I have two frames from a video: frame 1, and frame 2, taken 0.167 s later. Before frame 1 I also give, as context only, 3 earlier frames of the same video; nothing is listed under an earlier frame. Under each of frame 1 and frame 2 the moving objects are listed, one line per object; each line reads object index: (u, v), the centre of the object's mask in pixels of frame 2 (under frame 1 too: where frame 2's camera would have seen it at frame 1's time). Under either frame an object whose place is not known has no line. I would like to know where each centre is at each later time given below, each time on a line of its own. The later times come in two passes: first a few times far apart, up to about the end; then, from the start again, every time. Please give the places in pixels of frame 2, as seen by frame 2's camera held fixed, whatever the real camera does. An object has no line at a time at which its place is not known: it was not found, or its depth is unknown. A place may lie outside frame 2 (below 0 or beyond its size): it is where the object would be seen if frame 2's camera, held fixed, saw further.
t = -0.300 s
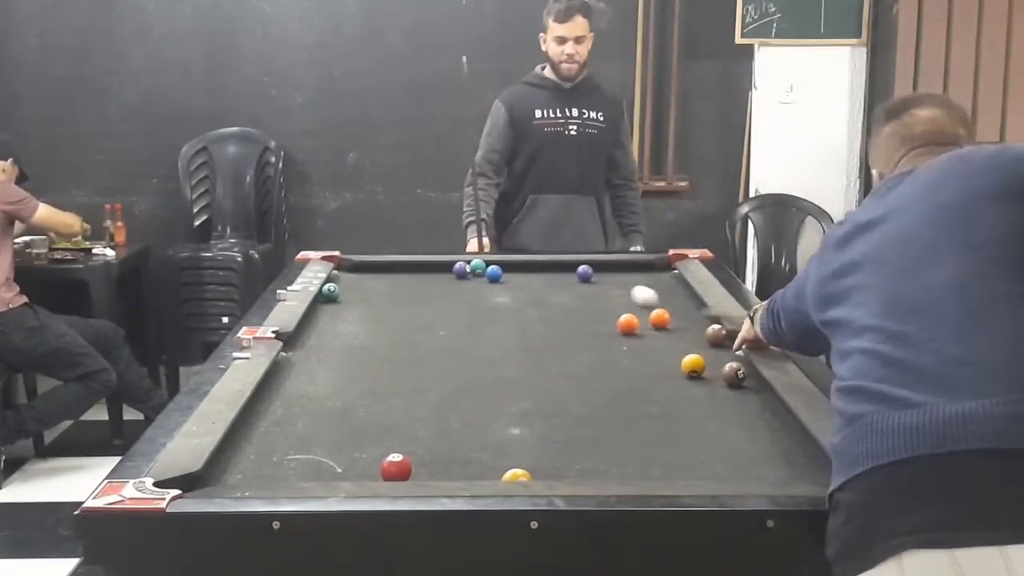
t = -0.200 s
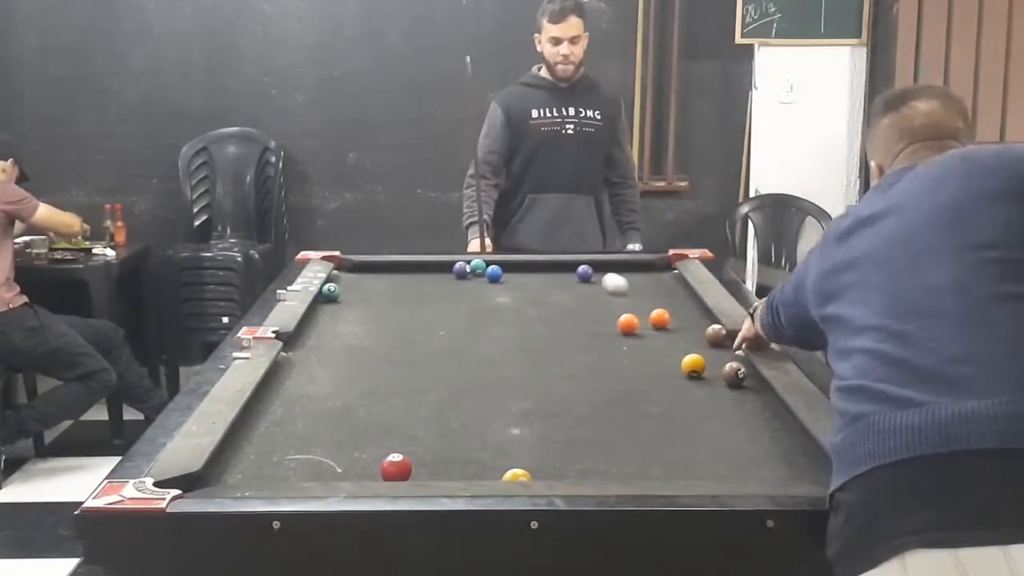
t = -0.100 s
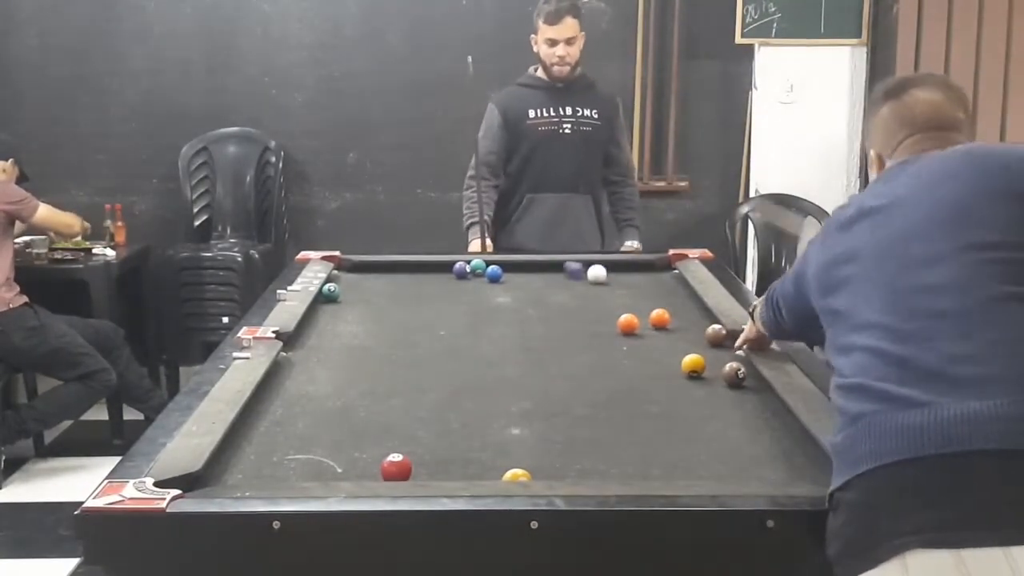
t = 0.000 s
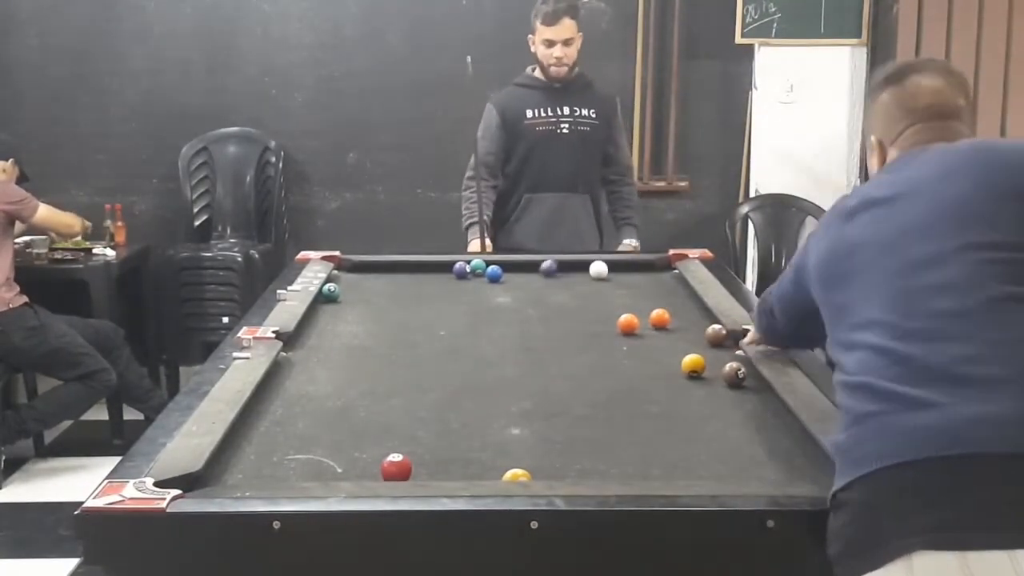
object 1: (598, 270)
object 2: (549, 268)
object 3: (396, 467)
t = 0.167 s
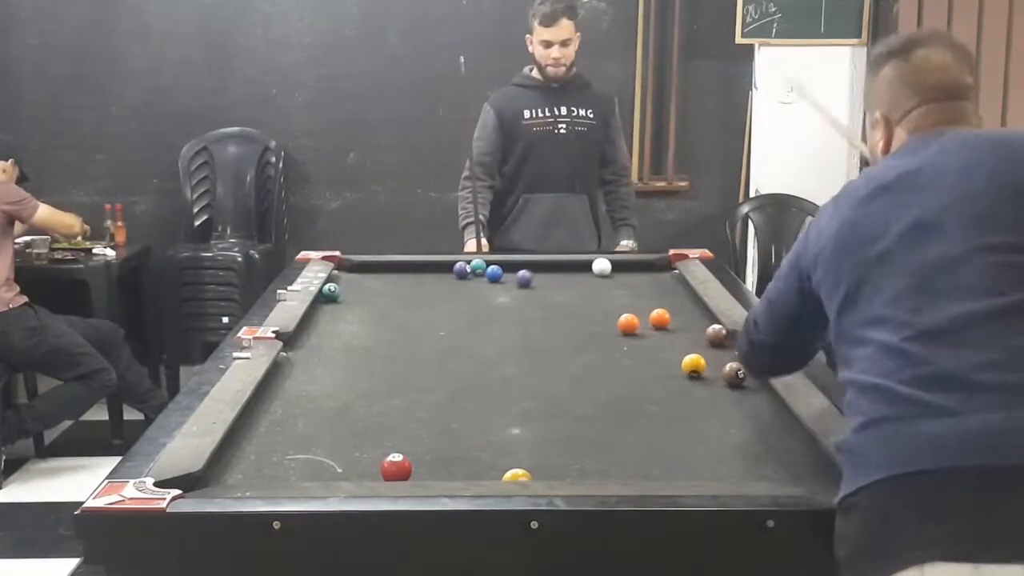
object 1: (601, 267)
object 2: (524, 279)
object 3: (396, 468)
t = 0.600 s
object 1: (633, 280)
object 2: (451, 308)
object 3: (396, 468)
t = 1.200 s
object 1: (677, 300)
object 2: (326, 357)
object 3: (396, 468)
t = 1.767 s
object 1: (694, 317)
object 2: (311, 402)
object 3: (396, 468)
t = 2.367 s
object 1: (688, 331)
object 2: (367, 446)
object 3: (396, 467)
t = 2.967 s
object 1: (682, 344)
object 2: (405, 460)
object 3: (409, 474)
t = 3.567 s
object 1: (675, 353)
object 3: (421, 470)
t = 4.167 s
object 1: (672, 358)
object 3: (424, 470)
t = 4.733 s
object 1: (671, 359)
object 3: (423, 469)
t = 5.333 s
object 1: (671, 359)
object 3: (424, 469)
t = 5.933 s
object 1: (671, 359)
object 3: (424, 469)
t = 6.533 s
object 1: (671, 359)
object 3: (424, 470)
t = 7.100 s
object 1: (672, 359)
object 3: (424, 470)
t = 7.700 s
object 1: (671, 359)
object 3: (424, 470)
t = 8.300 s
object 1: (671, 359)
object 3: (424, 470)
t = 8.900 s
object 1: (671, 359)
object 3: (423, 470)
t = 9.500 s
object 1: (671, 359)
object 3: (423, 470)
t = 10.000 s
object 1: (671, 358)
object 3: (422, 470)
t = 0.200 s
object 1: (604, 268)
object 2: (519, 281)
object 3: (396, 468)
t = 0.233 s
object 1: (606, 269)
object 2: (514, 283)
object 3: (396, 468)
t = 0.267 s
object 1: (609, 270)
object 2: (509, 285)
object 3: (396, 468)
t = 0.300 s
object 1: (611, 271)
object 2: (503, 288)
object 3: (396, 468)
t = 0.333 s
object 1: (614, 272)
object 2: (498, 289)
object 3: (396, 468)
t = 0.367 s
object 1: (616, 273)
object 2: (492, 292)
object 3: (396, 467)
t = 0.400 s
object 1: (618, 274)
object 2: (486, 294)
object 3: (396, 468)
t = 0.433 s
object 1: (621, 275)
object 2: (480, 297)
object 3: (396, 467)
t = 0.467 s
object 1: (623, 276)
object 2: (475, 299)
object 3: (396, 468)
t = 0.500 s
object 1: (626, 277)
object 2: (469, 301)
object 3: (396, 468)
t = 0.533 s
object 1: (628, 278)
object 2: (463, 303)
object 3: (396, 468)
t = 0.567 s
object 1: (631, 279)
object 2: (457, 306)
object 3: (396, 468)
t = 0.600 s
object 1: (633, 280)
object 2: (451, 308)
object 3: (396, 468)
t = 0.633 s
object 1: (636, 281)
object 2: (445, 311)
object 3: (396, 468)
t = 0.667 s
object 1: (638, 282)
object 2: (439, 313)
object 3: (396, 468)
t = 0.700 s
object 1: (641, 284)
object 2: (433, 316)
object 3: (396, 467)
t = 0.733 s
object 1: (643, 285)
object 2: (426, 318)
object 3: (396, 467)
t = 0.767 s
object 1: (646, 286)
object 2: (420, 320)
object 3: (395, 468)
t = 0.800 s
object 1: (648, 286)
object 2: (414, 323)
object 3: (395, 467)
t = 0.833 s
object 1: (650, 287)
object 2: (407, 325)
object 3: (395, 467)
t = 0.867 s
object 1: (652, 288)
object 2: (399, 328)
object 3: (395, 467)
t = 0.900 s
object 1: (655, 290)
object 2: (393, 331)
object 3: (395, 468)
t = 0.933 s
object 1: (658, 291)
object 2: (386, 334)
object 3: (395, 468)
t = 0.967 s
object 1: (660, 292)
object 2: (379, 337)
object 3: (396, 467)
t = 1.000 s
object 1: (663, 293)
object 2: (371, 339)
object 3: (395, 468)
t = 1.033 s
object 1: (665, 294)
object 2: (365, 343)
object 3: (396, 468)
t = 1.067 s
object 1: (668, 296)
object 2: (357, 346)
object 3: (396, 468)
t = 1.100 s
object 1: (670, 297)
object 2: (349, 348)
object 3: (396, 468)
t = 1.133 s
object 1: (673, 298)
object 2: (342, 351)
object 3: (396, 468)
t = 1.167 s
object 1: (675, 299)
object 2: (334, 354)
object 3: (396, 468)
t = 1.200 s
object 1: (677, 300)
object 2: (326, 357)
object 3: (396, 468)
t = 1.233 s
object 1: (680, 301)
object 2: (318, 360)
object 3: (396, 468)
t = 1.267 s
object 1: (682, 302)
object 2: (310, 364)
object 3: (396, 468)
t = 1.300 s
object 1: (684, 303)
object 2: (302, 367)
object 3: (396, 467)
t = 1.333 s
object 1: (687, 304)
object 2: (292, 370)
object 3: (396, 467)
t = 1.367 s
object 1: (689, 305)
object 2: (282, 374)
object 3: (396, 468)
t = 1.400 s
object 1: (692, 306)
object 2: (279, 376)
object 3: (396, 467)
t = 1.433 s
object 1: (694, 307)
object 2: (282, 378)
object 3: (396, 468)
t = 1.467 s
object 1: (696, 309)
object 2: (285, 380)
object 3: (396, 467)
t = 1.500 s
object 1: (697, 310)
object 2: (287, 383)
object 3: (396, 467)
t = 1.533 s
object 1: (697, 310)
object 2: (291, 386)
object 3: (396, 468)
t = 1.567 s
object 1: (697, 312)
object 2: (294, 388)
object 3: (396, 468)
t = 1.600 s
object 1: (696, 313)
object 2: (296, 390)
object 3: (396, 468)
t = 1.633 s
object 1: (696, 313)
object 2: (299, 393)
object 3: (396, 468)
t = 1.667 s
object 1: (695, 314)
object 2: (302, 395)
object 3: (396, 468)
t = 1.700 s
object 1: (695, 315)
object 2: (304, 397)
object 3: (396, 468)
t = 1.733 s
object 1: (694, 316)
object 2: (307, 400)
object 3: (396, 468)
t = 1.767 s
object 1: (694, 317)
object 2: (311, 402)
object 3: (396, 468)
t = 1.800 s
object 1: (694, 318)
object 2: (314, 404)
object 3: (396, 468)
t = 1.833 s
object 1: (693, 319)
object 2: (316, 407)
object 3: (396, 468)
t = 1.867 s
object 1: (693, 319)
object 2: (320, 409)
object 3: (396, 468)
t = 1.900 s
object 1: (693, 320)
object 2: (323, 412)
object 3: (396, 468)
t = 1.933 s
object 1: (693, 321)
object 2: (326, 414)
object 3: (397, 468)
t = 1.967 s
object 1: (692, 323)
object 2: (329, 417)
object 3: (397, 467)
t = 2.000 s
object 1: (692, 323)
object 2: (332, 419)
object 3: (396, 467)
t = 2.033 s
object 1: (691, 323)
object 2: (335, 421)
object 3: (396, 467)
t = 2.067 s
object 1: (691, 324)
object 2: (338, 424)
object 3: (396, 467)
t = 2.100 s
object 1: (690, 324)
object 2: (340, 426)
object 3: (395, 467)
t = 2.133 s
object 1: (690, 325)
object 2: (344, 428)
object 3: (395, 467)
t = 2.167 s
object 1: (690, 326)
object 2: (346, 431)
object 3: (395, 467)
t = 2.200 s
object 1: (690, 327)
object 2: (351, 433)
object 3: (395, 467)
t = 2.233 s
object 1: (690, 328)
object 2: (354, 436)
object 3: (396, 468)
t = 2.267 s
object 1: (689, 330)
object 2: (358, 439)
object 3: (396, 467)
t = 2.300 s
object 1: (689, 330)
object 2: (360, 441)
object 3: (396, 467)
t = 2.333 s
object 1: (688, 331)
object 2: (364, 444)
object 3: (396, 467)
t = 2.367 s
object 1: (688, 331)
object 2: (367, 446)
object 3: (396, 467)
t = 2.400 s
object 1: (688, 332)
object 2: (371, 448)
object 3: (396, 468)
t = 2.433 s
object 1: (687, 333)
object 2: (373, 450)
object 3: (396, 467)
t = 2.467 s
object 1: (687, 334)
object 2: (375, 452)
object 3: (396, 468)
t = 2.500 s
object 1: (687, 335)
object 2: (377, 453)
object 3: (396, 468)
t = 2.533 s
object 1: (687, 336)
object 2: (380, 454)
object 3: (396, 467)
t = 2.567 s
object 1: (686, 336)
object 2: (383, 454)
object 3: (396, 467)
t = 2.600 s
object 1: (686, 337)
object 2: (384, 455)
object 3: (397, 468)
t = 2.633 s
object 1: (686, 338)
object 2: (387, 456)
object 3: (398, 469)
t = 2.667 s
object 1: (686, 338)
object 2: (389, 456)
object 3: (399, 470)
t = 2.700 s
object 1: (685, 339)
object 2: (391, 457)
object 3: (401, 471)
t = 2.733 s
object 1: (685, 340)
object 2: (394, 457)
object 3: (402, 472)
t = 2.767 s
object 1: (684, 340)
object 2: (396, 458)
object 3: (403, 473)
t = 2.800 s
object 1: (684, 341)
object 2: (398, 459)
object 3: (404, 473)
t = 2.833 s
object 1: (684, 342)
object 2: (400, 459)
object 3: (405, 474)
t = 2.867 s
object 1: (683, 342)
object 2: (401, 460)
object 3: (406, 474)
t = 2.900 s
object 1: (683, 343)
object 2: (402, 460)
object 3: (408, 475)
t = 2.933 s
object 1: (683, 343)
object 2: (403, 460)
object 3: (409, 475)
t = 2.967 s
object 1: (682, 344)
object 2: (405, 460)
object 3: (409, 474)
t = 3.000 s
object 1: (682, 345)
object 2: (405, 460)
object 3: (410, 474)
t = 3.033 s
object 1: (681, 345)
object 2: (406, 460)
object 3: (411, 473)
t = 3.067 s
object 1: (681, 346)
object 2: (406, 459)
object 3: (412, 473)
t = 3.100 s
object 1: (680, 346)
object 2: (407, 459)
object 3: (413, 473)
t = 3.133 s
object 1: (680, 347)
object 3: (415, 472)
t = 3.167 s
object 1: (679, 347)
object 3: (415, 472)
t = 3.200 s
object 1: (679, 348)
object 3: (416, 472)
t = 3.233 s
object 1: (678, 348)
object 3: (416, 471)
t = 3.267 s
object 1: (678, 349)
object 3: (417, 471)
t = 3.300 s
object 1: (677, 349)
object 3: (418, 471)
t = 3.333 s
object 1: (677, 350)
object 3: (418, 471)
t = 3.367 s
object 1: (677, 350)
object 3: (419, 470)
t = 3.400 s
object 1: (676, 351)
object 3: (419, 471)
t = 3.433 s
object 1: (676, 351)
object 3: (420, 470)
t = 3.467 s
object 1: (676, 352)
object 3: (420, 470)
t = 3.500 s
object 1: (675, 352)
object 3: (420, 470)
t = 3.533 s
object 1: (675, 352)
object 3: (421, 470)
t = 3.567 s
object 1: (675, 353)
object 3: (421, 470)
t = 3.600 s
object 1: (674, 353)
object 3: (422, 470)
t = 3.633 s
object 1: (674, 354)
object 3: (422, 470)
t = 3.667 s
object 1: (674, 354)
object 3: (422, 470)
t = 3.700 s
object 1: (674, 355)
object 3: (423, 470)
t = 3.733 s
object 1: (673, 355)
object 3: (423, 470)
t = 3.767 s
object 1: (673, 355)
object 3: (423, 470)
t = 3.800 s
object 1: (673, 355)
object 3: (423, 470)
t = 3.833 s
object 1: (673, 356)
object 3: (423, 470)
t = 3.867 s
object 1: (673, 356)
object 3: (424, 470)
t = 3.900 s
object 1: (673, 357)
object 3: (424, 470)
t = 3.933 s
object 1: (672, 357)
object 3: (424, 470)
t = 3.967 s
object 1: (672, 357)
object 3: (424, 470)
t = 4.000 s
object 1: (672, 357)
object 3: (424, 470)
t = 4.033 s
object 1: (672, 357)
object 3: (424, 470)
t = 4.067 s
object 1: (672, 357)
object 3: (424, 470)
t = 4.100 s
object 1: (672, 358)
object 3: (424, 470)
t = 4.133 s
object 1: (672, 358)
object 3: (424, 470)
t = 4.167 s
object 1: (672, 358)
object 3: (424, 470)
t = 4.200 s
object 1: (672, 358)
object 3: (424, 470)
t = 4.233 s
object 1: (672, 358)
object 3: (424, 470)
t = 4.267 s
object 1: (672, 358)
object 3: (424, 470)
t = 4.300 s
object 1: (672, 359)
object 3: (424, 470)
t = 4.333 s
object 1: (672, 359)
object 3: (424, 470)
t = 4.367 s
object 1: (672, 359)
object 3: (424, 470)
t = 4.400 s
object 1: (671, 359)
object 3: (424, 470)
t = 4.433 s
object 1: (671, 359)
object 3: (424, 470)
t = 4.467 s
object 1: (671, 359)
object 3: (424, 470)
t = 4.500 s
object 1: (671, 359)
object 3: (423, 469)
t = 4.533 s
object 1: (671, 359)
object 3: (422, 469)
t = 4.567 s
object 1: (671, 358)
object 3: (421, 468)
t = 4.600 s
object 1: (671, 358)
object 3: (421, 468)
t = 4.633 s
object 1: (671, 358)
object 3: (421, 469)
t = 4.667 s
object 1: (671, 359)
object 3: (422, 469)
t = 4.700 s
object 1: (671, 359)
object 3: (422, 469)
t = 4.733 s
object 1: (671, 359)
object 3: (423, 469)
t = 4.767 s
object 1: (671, 359)
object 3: (423, 469)
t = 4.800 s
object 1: (671, 359)
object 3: (423, 469)
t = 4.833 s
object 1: (671, 359)
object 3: (424, 469)
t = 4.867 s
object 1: (671, 359)
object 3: (424, 469)
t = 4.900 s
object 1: (671, 359)
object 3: (424, 469)
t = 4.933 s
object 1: (671, 359)
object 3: (424, 469)
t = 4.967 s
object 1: (671, 359)
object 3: (424, 469)
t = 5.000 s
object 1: (671, 359)
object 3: (424, 469)
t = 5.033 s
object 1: (671, 359)
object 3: (424, 469)
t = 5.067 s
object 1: (671, 359)
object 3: (424, 469)
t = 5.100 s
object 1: (671, 359)
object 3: (424, 469)
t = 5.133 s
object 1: (671, 359)
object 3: (424, 469)
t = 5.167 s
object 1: (671, 359)
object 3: (424, 469)
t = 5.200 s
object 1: (671, 359)
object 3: (424, 469)
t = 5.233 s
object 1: (671, 359)
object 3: (424, 469)
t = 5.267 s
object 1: (671, 359)
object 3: (424, 469)
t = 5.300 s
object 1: (671, 359)
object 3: (424, 469)
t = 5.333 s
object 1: (671, 359)
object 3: (424, 469)
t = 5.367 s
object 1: (671, 359)
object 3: (424, 469)
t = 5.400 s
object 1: (671, 359)
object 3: (424, 469)
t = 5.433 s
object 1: (671, 359)
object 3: (424, 469)
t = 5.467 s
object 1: (671, 359)
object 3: (424, 469)
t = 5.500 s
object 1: (671, 359)
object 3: (424, 469)
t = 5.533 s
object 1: (671, 359)
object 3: (424, 469)
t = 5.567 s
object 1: (671, 359)
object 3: (424, 469)
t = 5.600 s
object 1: (671, 359)
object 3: (424, 469)
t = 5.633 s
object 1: (671, 359)
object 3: (424, 469)
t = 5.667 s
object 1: (671, 359)
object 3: (424, 469)
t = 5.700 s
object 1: (671, 359)
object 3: (424, 469)
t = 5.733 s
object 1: (671, 359)
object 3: (424, 469)
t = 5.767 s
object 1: (671, 359)
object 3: (424, 469)
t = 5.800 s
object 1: (671, 359)
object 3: (424, 469)
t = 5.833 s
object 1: (671, 359)
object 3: (424, 469)
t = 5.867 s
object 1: (671, 359)
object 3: (424, 469)
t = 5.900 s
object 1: (671, 359)
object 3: (424, 469)
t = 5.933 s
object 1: (671, 359)
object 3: (424, 469)
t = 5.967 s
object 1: (671, 359)
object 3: (424, 469)
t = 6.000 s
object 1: (671, 359)
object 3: (424, 469)
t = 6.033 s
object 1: (671, 359)
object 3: (424, 469)
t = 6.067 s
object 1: (671, 359)
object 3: (424, 469)
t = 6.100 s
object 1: (671, 359)
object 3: (424, 469)
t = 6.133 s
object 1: (671, 359)
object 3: (424, 469)
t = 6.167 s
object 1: (671, 359)
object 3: (424, 469)
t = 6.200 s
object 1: (671, 359)
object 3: (424, 469)
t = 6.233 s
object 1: (671, 359)
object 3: (424, 469)
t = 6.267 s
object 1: (671, 359)
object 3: (424, 469)
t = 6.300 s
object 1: (671, 359)
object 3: (424, 469)
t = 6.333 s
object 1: (671, 359)
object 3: (424, 469)
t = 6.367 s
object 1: (671, 359)
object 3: (424, 469)
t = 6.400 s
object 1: (671, 359)
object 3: (424, 469)
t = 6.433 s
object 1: (671, 359)
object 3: (424, 470)
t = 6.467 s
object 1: (671, 359)
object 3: (424, 469)
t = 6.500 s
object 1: (671, 359)
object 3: (424, 470)
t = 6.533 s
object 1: (671, 359)
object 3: (424, 470)
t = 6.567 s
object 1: (671, 359)
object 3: (424, 470)
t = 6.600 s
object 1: (671, 359)
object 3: (424, 470)
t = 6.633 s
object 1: (671, 359)
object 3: (424, 470)
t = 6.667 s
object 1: (671, 359)
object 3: (424, 470)
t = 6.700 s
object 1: (671, 359)
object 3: (424, 469)
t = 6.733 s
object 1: (671, 359)
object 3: (424, 470)
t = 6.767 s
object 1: (671, 359)
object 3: (424, 470)
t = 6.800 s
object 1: (671, 359)
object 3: (424, 470)
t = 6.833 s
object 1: (671, 359)
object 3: (424, 470)
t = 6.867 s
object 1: (671, 359)
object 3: (424, 470)
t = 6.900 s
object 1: (671, 359)
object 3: (424, 470)
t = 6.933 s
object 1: (671, 359)
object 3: (424, 470)
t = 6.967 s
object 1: (671, 359)
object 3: (424, 470)
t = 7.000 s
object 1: (672, 359)
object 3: (424, 470)
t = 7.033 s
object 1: (672, 359)
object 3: (424, 470)
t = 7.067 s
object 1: (671, 359)
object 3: (424, 470)
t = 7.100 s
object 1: (672, 359)
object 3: (424, 470)
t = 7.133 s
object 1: (671, 359)
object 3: (424, 470)
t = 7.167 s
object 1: (672, 359)
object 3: (424, 470)
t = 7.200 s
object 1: (672, 359)
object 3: (424, 470)
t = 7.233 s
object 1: (672, 359)
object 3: (424, 470)
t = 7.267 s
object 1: (671, 359)
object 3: (424, 470)
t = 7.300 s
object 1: (672, 359)
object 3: (424, 470)
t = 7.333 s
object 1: (672, 359)
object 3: (424, 470)
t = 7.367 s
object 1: (672, 359)
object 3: (424, 470)
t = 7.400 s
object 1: (672, 359)
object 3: (424, 470)
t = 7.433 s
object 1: (671, 359)
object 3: (424, 470)
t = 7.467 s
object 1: (672, 359)
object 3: (424, 470)
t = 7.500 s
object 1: (672, 359)
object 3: (424, 470)
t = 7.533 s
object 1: (672, 359)
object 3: (424, 470)
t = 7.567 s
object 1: (672, 359)
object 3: (424, 470)
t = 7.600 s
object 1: (672, 359)
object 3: (424, 470)
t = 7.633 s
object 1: (671, 359)
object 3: (424, 470)
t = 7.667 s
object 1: (671, 359)
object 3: (424, 470)
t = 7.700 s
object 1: (671, 359)
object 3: (424, 470)
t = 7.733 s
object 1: (671, 359)
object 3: (424, 470)
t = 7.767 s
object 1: (671, 359)
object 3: (424, 470)
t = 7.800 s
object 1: (671, 359)
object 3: (424, 470)
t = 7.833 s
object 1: (671, 359)
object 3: (424, 469)
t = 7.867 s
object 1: (671, 359)
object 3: (424, 470)
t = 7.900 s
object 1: (671, 359)
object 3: (424, 469)
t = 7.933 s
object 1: (671, 359)
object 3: (424, 469)
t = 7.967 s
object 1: (671, 359)
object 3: (424, 469)
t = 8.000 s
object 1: (671, 359)
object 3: (424, 470)
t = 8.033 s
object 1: (671, 359)
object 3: (424, 470)
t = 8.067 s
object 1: (671, 359)
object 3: (424, 470)
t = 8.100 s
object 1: (671, 359)
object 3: (424, 470)
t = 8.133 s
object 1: (671, 359)
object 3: (424, 470)
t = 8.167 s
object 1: (671, 359)
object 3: (424, 470)
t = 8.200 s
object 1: (671, 359)
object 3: (424, 470)
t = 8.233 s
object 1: (671, 359)
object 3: (424, 470)
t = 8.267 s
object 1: (671, 359)
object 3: (424, 470)
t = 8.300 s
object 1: (671, 359)
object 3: (424, 470)
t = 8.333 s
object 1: (671, 359)
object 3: (424, 470)
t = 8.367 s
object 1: (672, 359)
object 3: (424, 470)
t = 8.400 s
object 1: (671, 359)
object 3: (424, 470)
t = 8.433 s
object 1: (671, 359)
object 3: (424, 470)
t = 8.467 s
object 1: (671, 359)
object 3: (424, 470)
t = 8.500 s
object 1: (671, 359)
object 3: (424, 470)
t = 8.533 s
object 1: (671, 359)
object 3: (424, 470)
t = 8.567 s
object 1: (671, 359)
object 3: (424, 470)
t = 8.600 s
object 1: (671, 359)
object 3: (424, 470)
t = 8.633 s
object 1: (671, 359)
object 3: (424, 470)
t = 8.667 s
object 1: (671, 359)
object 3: (424, 470)
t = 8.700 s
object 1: (671, 359)
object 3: (424, 470)
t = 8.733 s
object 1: (671, 359)
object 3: (423, 470)
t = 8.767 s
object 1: (671, 359)
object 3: (424, 470)
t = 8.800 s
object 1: (671, 359)
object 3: (424, 470)
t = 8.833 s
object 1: (671, 359)
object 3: (423, 470)
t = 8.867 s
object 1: (671, 359)
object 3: (423, 470)
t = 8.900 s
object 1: (671, 359)
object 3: (423, 470)
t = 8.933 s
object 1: (671, 359)
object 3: (424, 469)
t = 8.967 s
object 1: (671, 359)
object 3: (424, 470)
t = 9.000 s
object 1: (671, 359)
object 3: (424, 469)
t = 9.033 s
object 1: (671, 359)
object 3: (424, 469)
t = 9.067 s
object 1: (671, 359)
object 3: (424, 469)
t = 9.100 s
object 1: (671, 359)
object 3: (424, 469)
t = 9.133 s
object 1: (671, 359)
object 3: (424, 469)
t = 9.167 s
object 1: (671, 359)
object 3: (424, 469)
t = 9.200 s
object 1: (671, 359)
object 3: (424, 470)
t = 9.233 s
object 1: (671, 359)
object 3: (424, 469)
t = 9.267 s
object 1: (671, 359)
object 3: (423, 470)
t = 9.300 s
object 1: (671, 359)
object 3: (423, 470)
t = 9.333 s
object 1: (671, 359)
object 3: (423, 470)
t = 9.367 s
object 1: (671, 359)
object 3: (423, 470)
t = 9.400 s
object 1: (671, 359)
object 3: (423, 470)
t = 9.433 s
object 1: (671, 359)
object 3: (423, 470)
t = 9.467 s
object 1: (671, 359)
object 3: (423, 470)
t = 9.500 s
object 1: (671, 359)
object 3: (423, 470)
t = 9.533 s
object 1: (671, 359)
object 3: (423, 470)
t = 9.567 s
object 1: (671, 359)
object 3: (423, 470)
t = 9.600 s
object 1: (671, 359)
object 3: (423, 470)
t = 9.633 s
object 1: (671, 359)
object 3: (423, 470)
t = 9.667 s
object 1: (671, 359)
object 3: (423, 470)
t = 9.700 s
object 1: (671, 359)
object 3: (424, 470)
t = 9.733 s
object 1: (671, 359)
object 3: (424, 470)
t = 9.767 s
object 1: (671, 359)
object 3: (424, 470)
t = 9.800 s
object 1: (671, 359)
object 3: (423, 469)
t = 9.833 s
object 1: (671, 358)
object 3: (422, 469)
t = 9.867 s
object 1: (671, 358)
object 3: (421, 469)
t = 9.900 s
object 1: (671, 358)
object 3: (420, 469)
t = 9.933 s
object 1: (671, 358)
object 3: (421, 469)
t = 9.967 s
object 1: (671, 358)
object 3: (421, 469)
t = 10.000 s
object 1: (671, 358)
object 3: (422, 470)
